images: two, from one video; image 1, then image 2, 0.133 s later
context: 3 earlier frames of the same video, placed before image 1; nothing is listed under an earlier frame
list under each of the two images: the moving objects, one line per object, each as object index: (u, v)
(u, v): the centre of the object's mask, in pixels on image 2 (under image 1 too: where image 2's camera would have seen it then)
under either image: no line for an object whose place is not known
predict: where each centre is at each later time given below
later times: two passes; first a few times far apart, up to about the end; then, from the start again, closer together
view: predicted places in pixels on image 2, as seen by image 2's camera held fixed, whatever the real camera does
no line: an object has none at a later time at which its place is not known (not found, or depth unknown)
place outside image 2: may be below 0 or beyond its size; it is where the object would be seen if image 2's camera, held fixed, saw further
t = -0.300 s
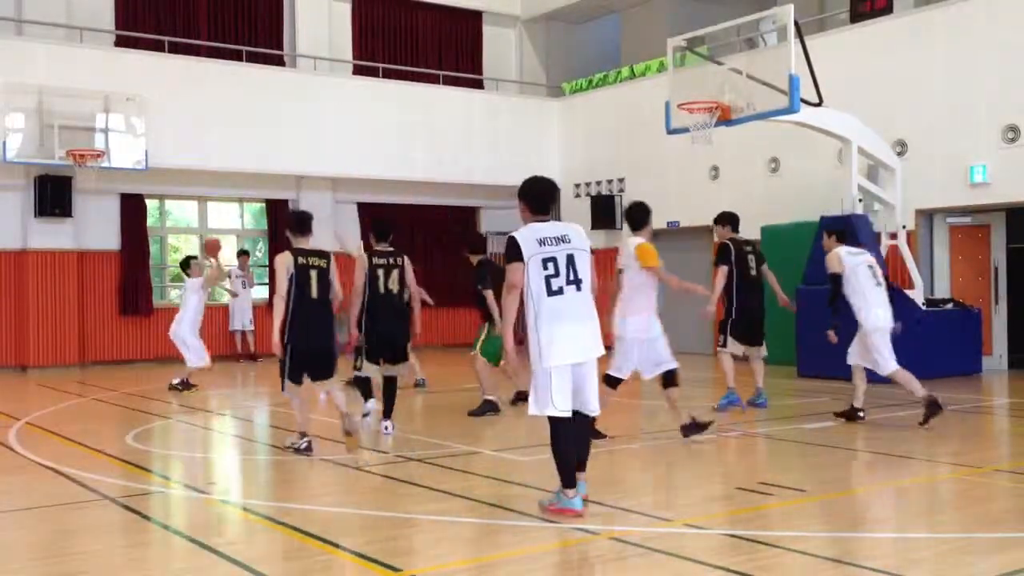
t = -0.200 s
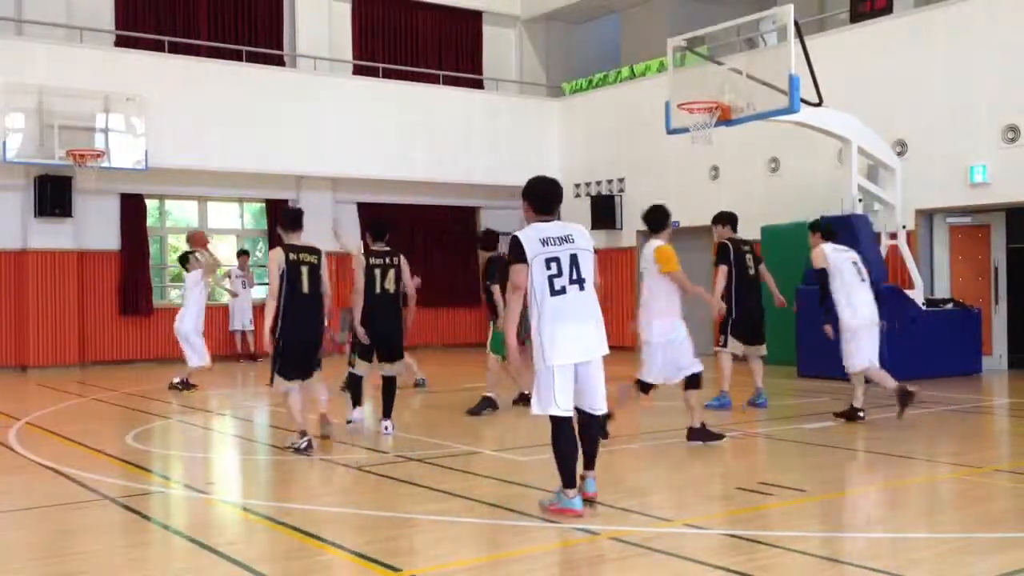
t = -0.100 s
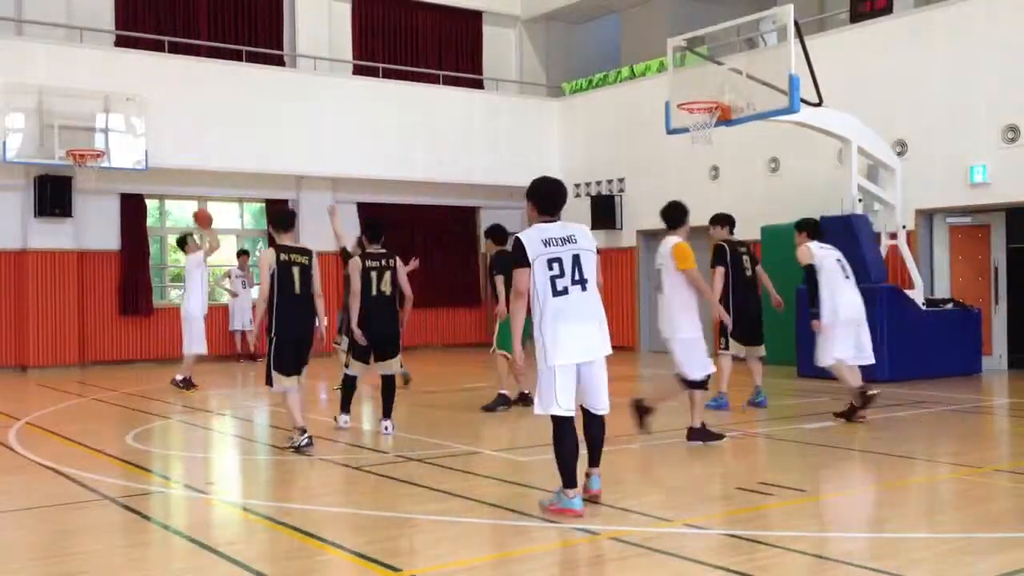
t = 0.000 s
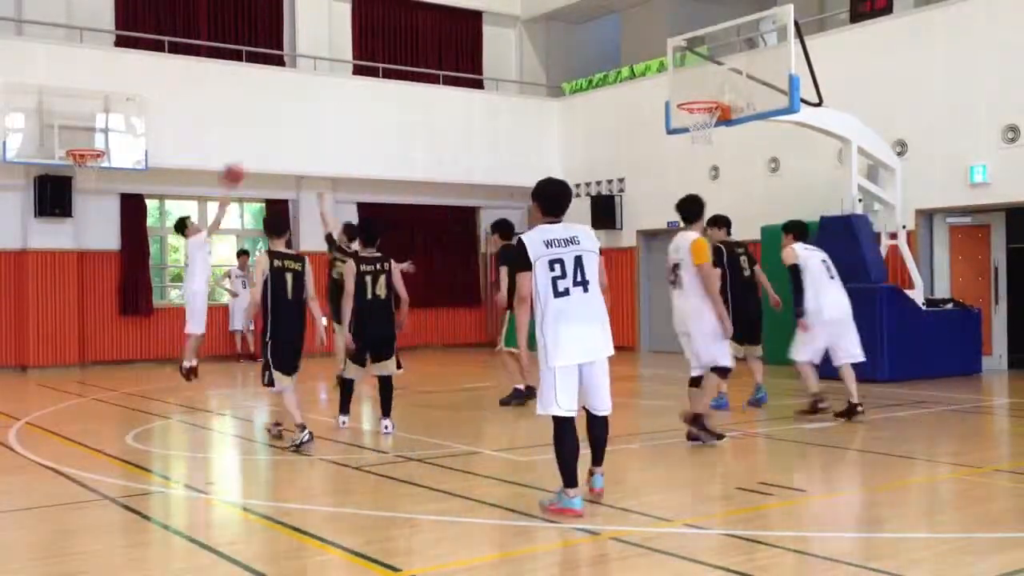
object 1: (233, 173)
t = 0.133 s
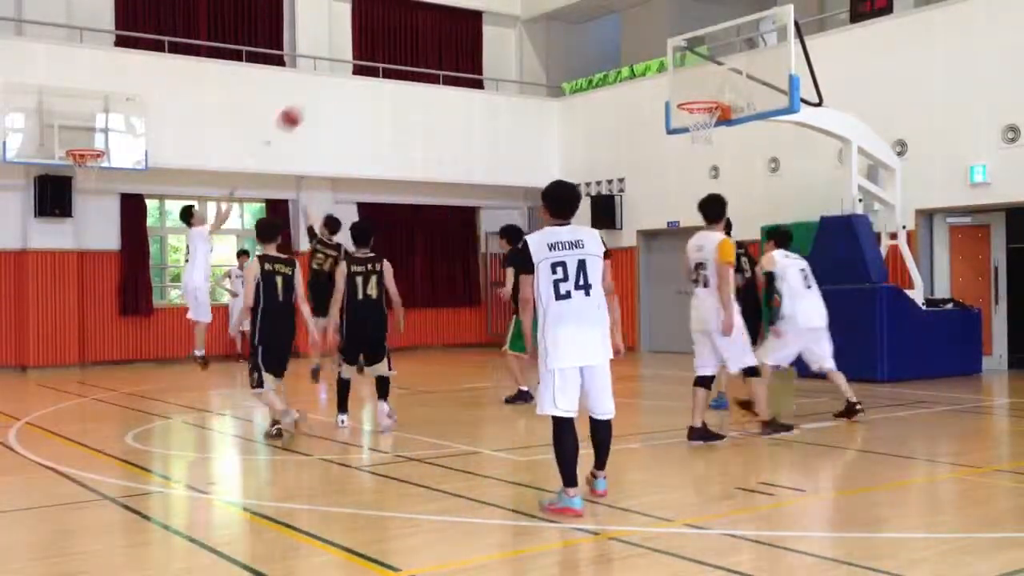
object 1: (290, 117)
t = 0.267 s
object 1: (348, 75)
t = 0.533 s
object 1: (467, 36)
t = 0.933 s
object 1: (652, 92)
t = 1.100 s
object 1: (603, 133)
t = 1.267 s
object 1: (523, 191)
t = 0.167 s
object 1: (305, 105)
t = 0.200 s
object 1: (320, 94)
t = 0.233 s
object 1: (333, 85)
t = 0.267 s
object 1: (348, 75)
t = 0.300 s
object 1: (363, 66)
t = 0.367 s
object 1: (395, 53)
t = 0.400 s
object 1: (407, 49)
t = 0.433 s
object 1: (423, 45)
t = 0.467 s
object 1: (438, 40)
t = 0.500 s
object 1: (452, 38)
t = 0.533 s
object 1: (467, 36)
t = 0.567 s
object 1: (481, 36)
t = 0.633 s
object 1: (513, 37)
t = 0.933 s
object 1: (652, 92)
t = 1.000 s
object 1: (652, 110)
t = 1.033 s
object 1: (636, 116)
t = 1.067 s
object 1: (619, 124)
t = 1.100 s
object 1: (603, 133)
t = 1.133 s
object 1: (587, 143)
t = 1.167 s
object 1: (571, 153)
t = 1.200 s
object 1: (555, 164)
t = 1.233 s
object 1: (538, 177)
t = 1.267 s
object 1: (523, 191)
